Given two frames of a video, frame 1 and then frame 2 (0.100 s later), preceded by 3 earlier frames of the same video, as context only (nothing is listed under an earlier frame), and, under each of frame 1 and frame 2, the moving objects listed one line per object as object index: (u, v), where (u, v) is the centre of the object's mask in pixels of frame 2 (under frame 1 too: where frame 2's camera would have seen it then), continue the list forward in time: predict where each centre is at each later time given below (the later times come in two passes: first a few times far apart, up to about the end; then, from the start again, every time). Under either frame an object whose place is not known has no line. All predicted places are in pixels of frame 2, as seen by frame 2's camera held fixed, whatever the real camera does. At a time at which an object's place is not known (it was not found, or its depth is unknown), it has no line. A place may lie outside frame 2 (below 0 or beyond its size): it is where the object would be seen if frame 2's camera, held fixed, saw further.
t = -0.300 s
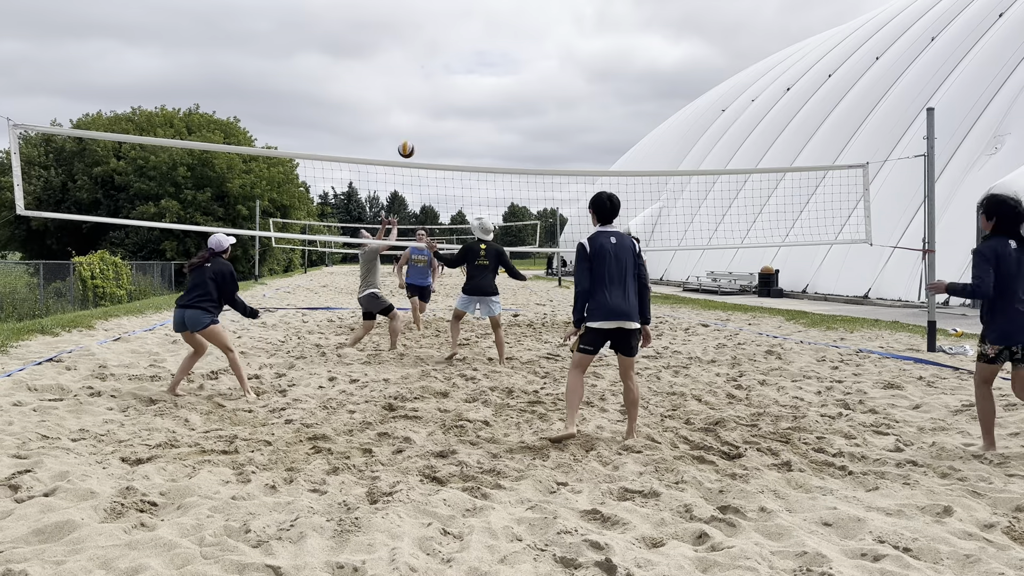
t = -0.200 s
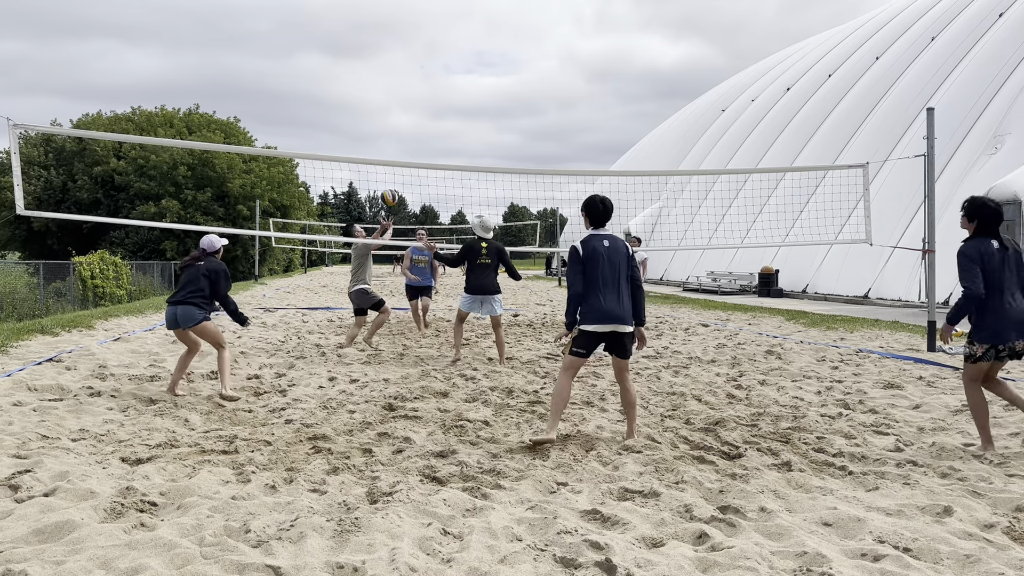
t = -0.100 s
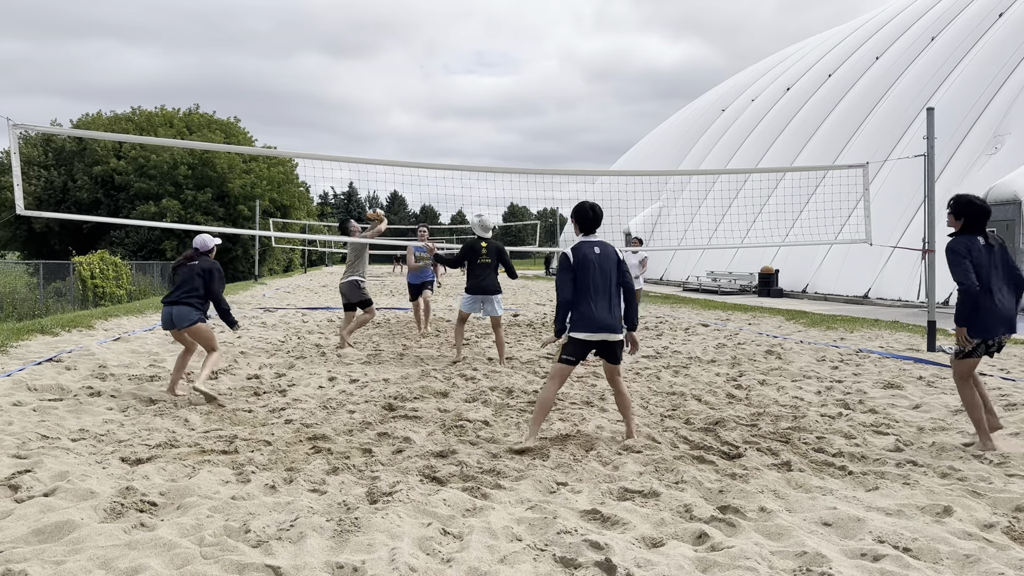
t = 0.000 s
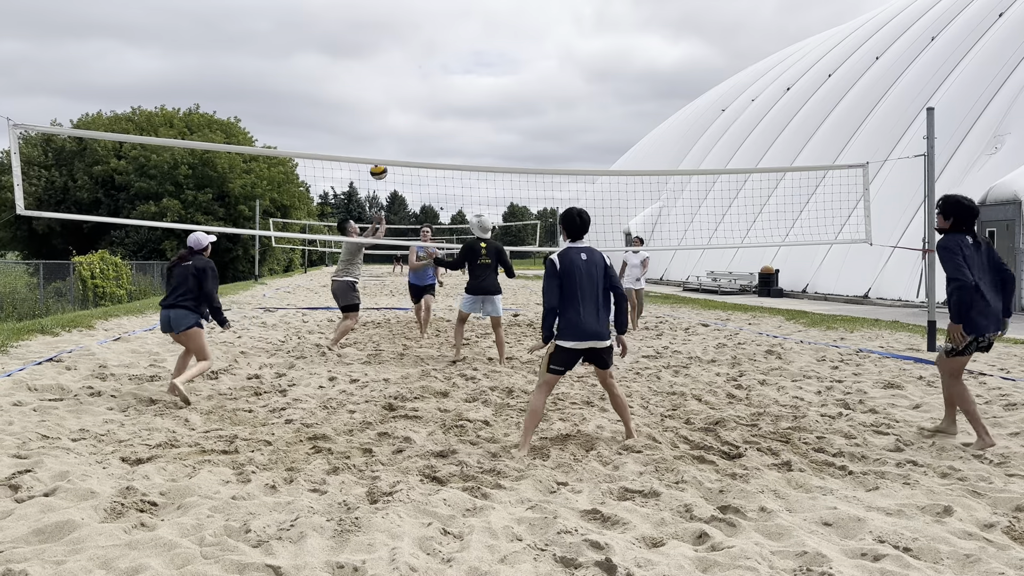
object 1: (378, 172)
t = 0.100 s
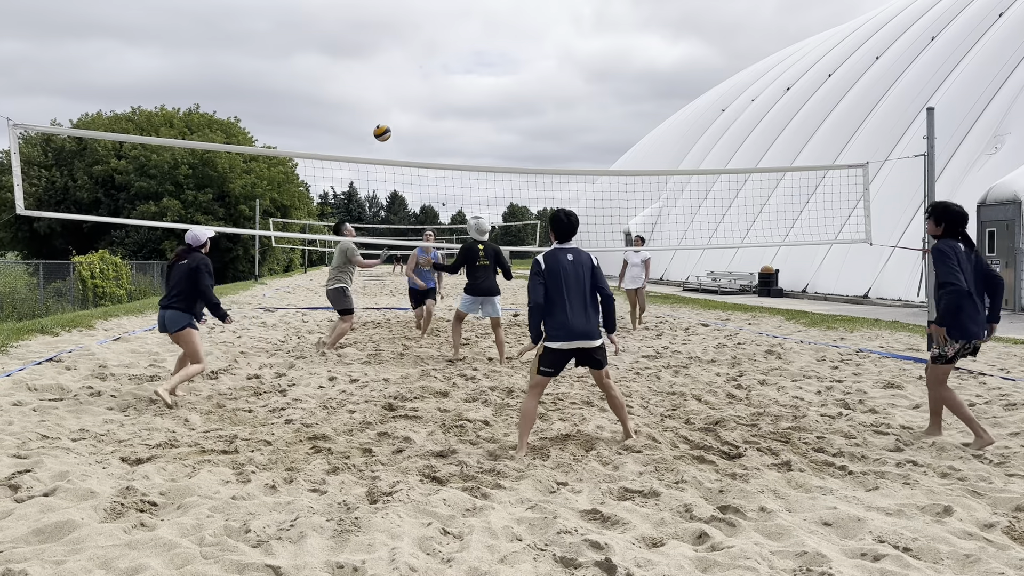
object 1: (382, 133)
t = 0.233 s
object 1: (387, 94)
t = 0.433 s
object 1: (395, 64)
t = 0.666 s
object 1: (403, 71)
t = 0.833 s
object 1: (408, 103)
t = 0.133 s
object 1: (383, 122)
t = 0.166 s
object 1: (384, 111)
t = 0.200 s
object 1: (386, 102)
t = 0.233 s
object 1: (387, 94)
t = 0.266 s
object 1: (388, 87)
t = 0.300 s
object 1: (390, 80)
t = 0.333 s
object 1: (391, 75)
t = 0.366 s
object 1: (392, 70)
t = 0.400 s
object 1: (394, 67)
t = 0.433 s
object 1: (395, 64)
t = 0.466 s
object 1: (396, 62)
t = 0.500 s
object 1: (397, 61)
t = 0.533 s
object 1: (398, 61)
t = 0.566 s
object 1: (399, 63)
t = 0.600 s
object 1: (400, 65)
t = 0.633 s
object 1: (402, 67)
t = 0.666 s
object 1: (403, 71)
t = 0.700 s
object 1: (404, 76)
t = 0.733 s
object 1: (405, 81)
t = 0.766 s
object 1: (406, 88)
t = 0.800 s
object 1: (407, 95)
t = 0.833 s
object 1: (408, 103)
